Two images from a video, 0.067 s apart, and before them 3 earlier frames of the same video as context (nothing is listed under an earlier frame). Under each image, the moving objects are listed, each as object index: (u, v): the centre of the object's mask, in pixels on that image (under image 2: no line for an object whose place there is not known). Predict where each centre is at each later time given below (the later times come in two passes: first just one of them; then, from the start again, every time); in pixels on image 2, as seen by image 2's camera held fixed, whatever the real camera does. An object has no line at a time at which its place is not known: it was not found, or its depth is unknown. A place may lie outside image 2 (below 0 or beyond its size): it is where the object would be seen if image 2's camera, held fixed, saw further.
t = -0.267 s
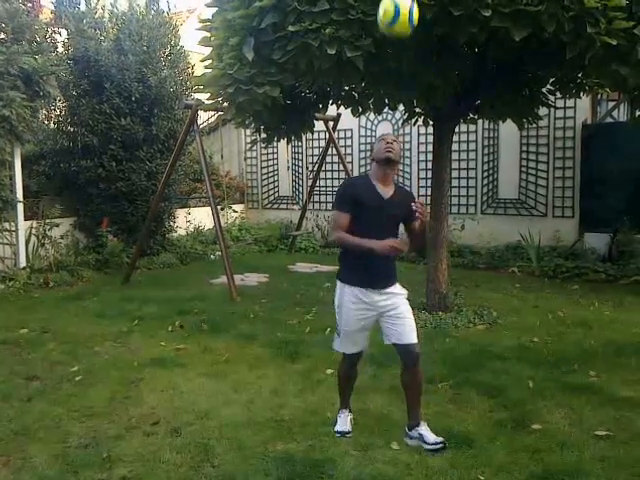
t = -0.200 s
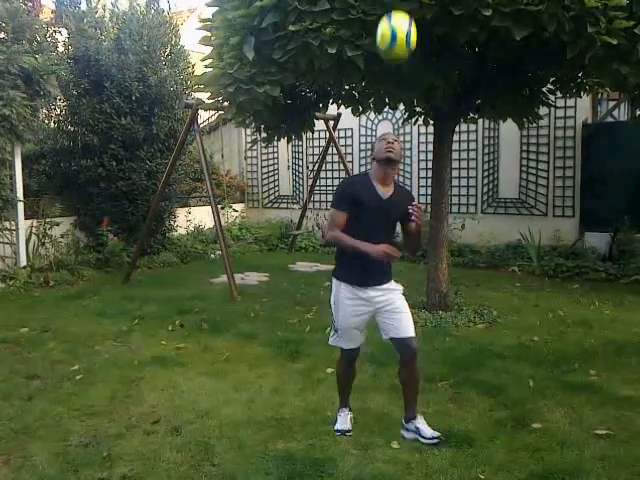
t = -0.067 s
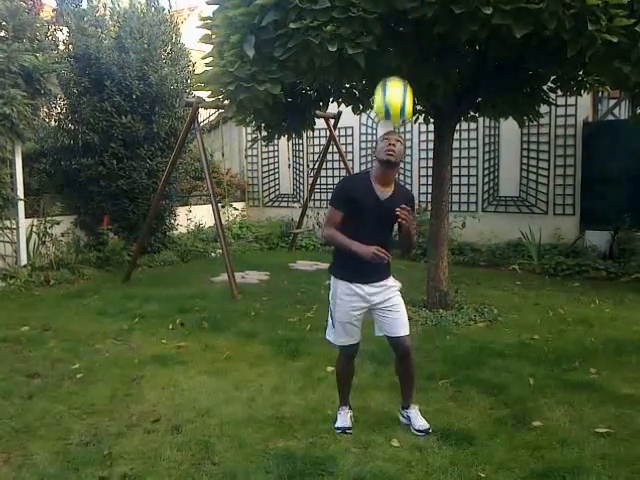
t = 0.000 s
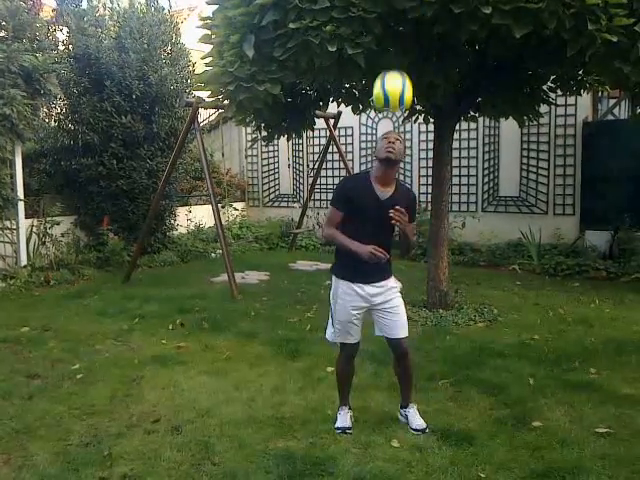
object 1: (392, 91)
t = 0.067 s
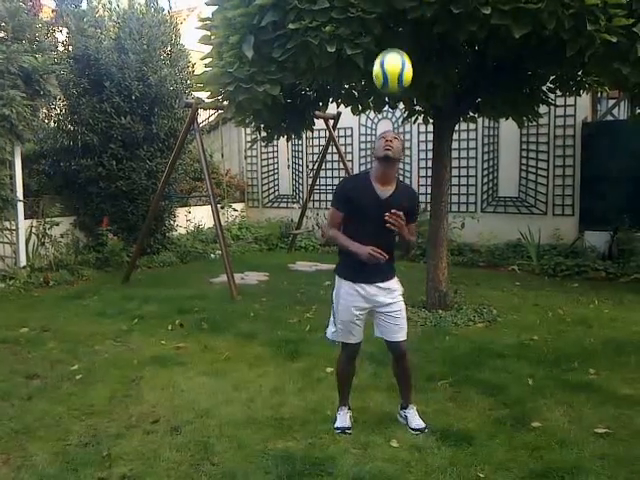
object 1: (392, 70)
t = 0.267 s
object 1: (394, 50)
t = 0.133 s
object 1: (393, 56)
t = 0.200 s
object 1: (393, 49)
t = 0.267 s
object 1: (394, 50)
